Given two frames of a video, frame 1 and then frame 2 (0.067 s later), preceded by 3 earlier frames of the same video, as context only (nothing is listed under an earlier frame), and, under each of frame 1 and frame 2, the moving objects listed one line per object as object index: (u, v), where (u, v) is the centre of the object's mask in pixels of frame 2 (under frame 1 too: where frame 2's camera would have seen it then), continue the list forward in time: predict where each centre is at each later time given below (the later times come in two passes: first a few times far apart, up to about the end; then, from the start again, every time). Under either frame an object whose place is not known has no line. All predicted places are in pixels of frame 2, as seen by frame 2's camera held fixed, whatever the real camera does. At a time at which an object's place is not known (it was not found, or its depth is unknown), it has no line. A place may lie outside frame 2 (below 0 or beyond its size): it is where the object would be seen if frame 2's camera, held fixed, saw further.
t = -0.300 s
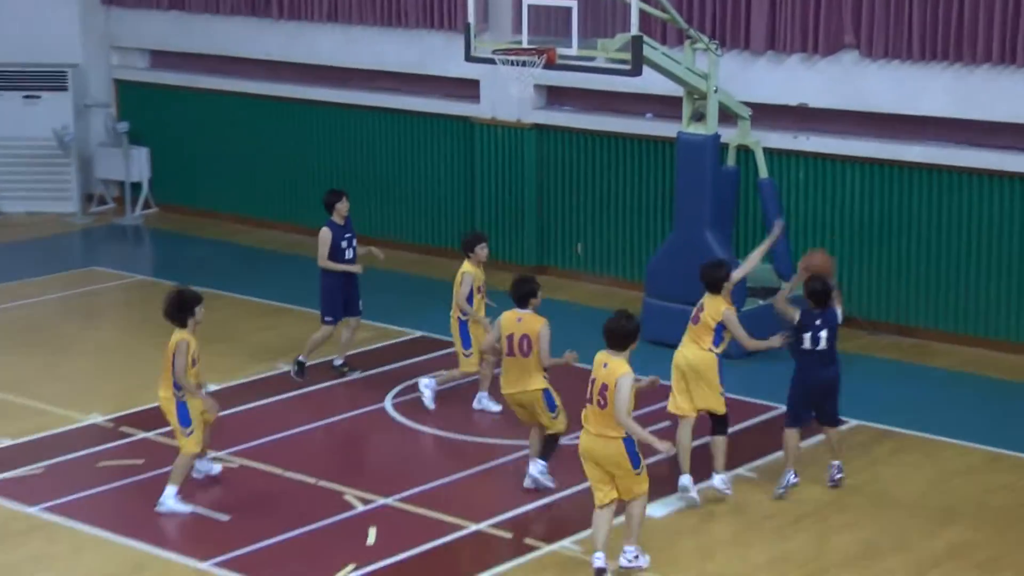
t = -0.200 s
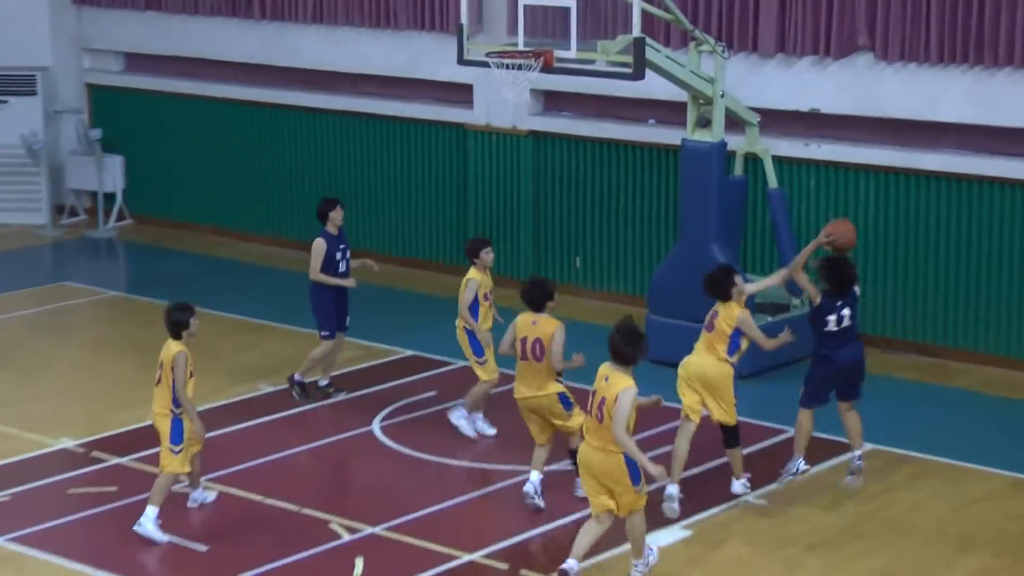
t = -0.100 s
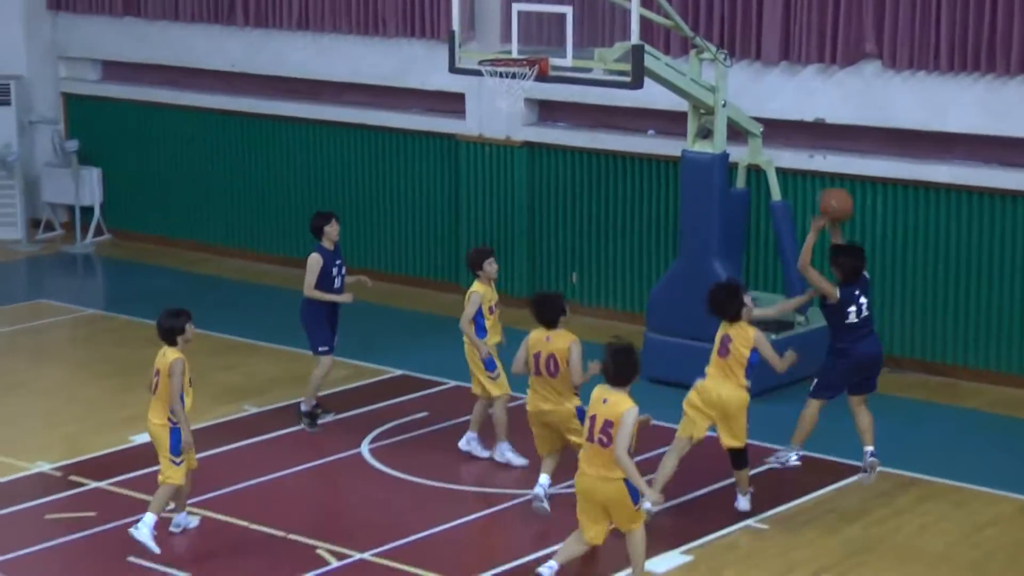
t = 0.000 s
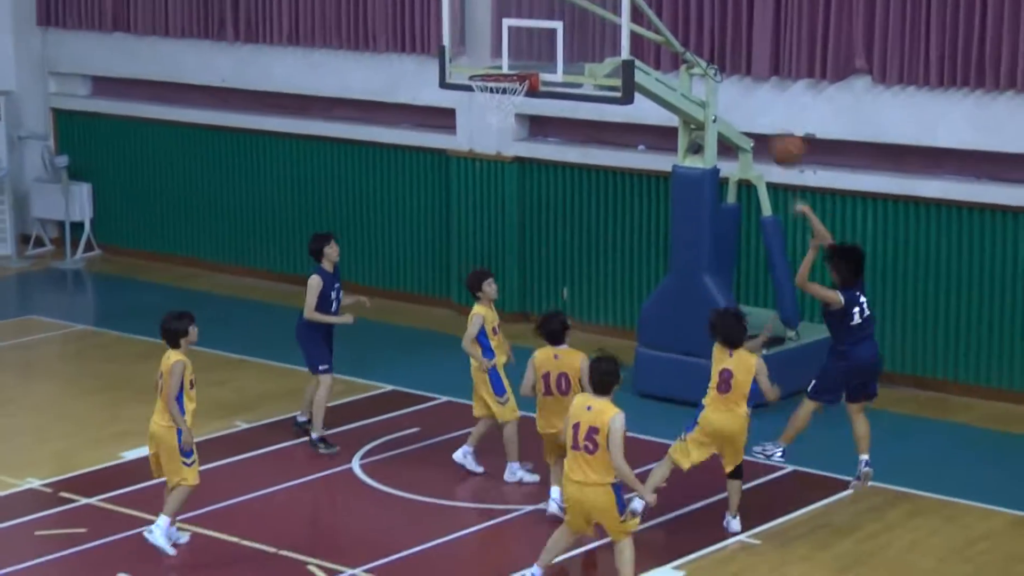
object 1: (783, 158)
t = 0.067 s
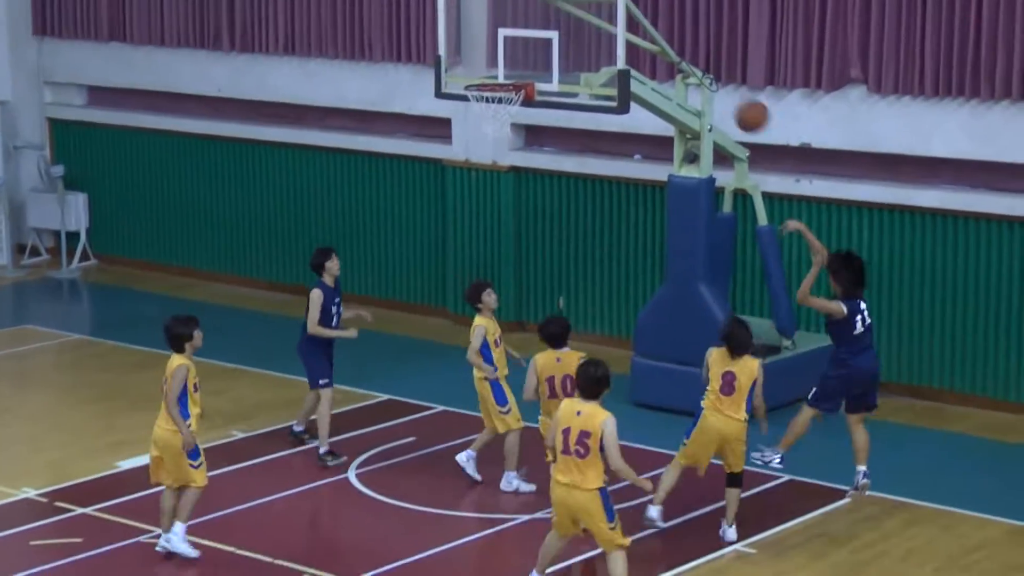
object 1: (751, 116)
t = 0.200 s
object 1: (692, 52)
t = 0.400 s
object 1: (605, 4)
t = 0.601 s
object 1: (525, 13)
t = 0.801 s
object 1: (450, 73)
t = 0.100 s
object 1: (736, 97)
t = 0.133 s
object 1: (722, 79)
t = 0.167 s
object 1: (707, 65)
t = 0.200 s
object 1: (692, 52)
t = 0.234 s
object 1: (678, 39)
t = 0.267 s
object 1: (663, 29)
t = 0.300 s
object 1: (648, 20)
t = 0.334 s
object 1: (634, 12)
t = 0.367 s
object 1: (621, 7)
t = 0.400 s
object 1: (605, 4)
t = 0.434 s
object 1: (592, 1)
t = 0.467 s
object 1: (579, 0)
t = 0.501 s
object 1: (565, 0)
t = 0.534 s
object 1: (551, 4)
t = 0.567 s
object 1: (538, 8)
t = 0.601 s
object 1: (525, 13)
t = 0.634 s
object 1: (512, 20)
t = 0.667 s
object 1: (499, 29)
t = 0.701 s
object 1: (486, 38)
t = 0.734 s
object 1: (474, 49)
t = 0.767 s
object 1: (462, 61)
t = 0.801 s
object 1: (450, 73)
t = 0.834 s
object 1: (437, 88)
